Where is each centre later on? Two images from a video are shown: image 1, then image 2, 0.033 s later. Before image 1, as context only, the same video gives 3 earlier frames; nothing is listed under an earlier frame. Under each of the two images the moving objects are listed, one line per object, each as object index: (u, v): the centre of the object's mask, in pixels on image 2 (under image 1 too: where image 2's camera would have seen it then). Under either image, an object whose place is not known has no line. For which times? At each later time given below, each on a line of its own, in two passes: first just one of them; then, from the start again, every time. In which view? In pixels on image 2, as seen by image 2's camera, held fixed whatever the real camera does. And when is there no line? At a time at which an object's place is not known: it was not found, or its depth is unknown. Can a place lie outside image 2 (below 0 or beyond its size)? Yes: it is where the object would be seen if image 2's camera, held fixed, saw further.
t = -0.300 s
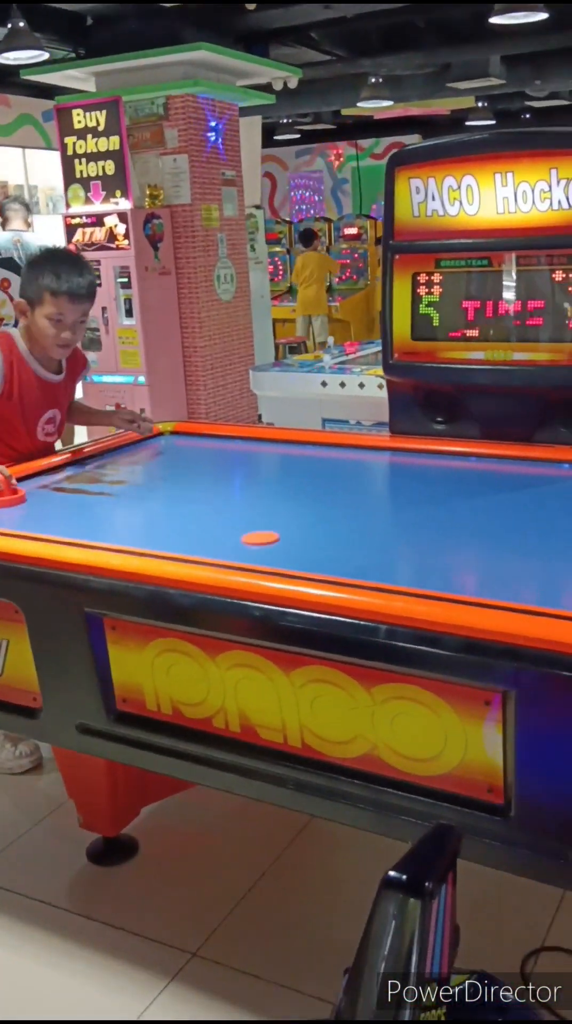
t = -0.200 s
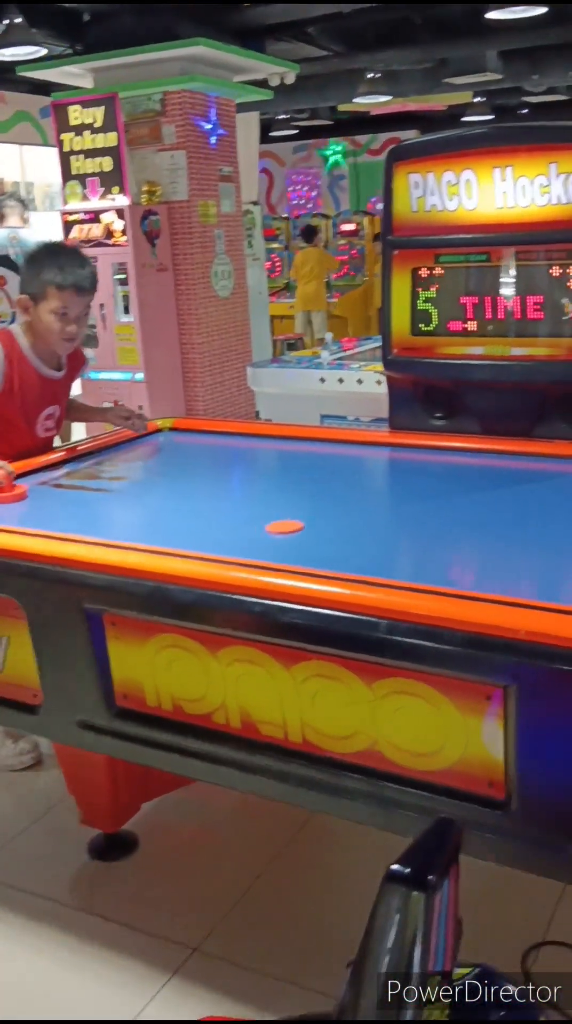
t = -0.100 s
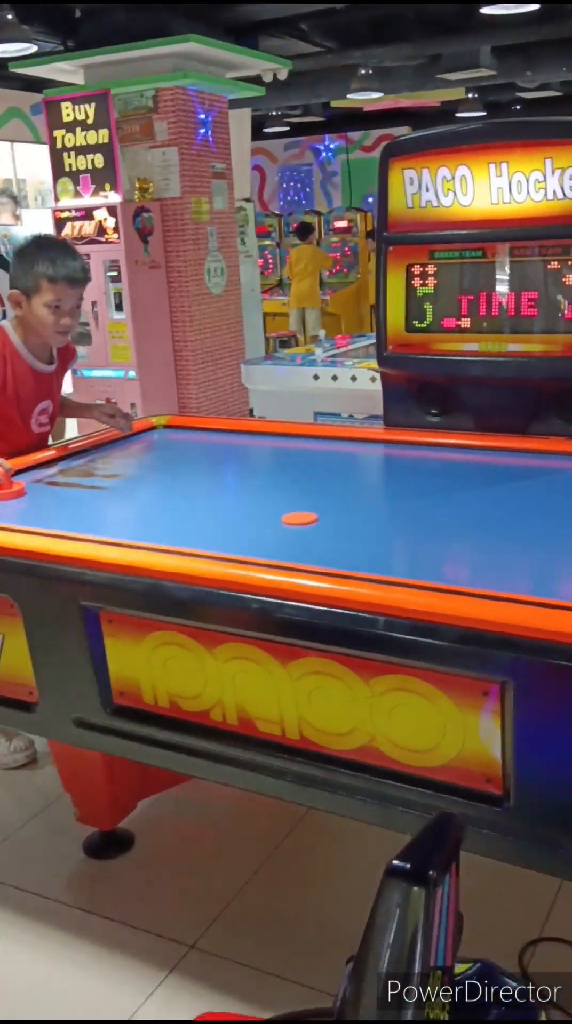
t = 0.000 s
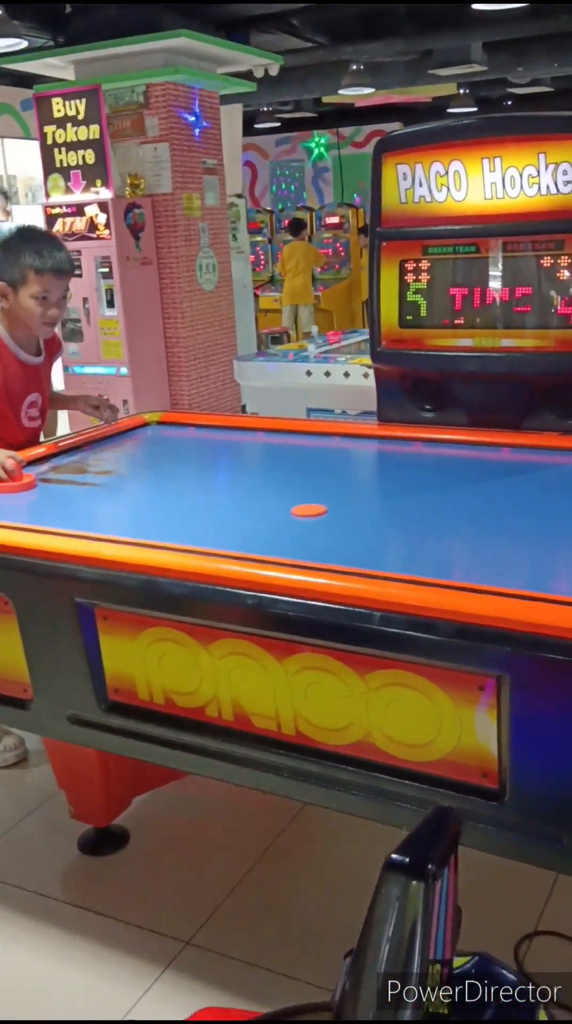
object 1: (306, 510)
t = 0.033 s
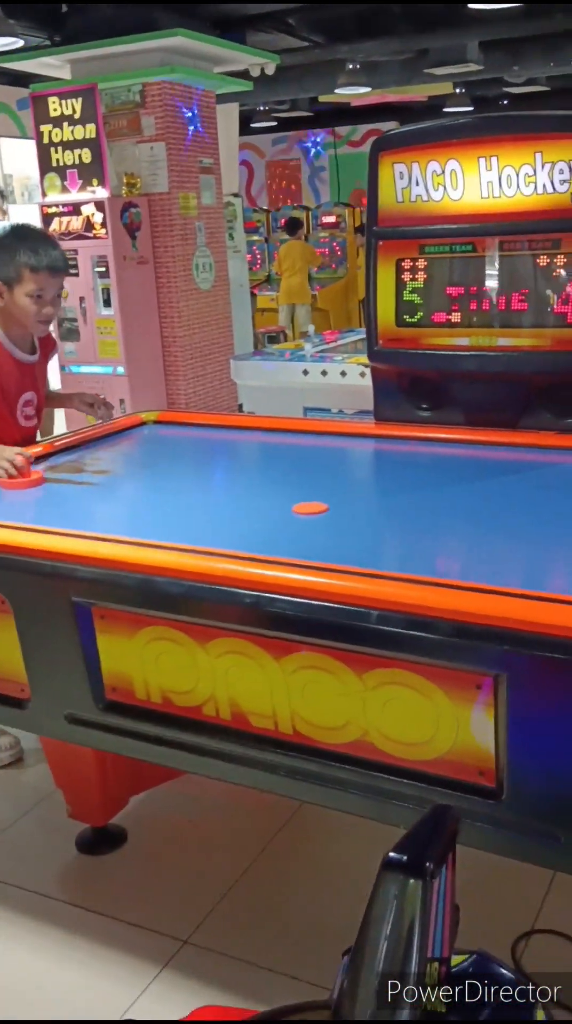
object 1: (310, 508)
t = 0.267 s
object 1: (327, 504)
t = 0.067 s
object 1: (313, 507)
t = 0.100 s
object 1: (317, 506)
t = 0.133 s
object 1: (320, 506)
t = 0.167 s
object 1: (322, 505)
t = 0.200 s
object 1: (324, 504)
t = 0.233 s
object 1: (326, 504)
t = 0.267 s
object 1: (327, 504)
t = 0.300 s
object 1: (328, 503)
